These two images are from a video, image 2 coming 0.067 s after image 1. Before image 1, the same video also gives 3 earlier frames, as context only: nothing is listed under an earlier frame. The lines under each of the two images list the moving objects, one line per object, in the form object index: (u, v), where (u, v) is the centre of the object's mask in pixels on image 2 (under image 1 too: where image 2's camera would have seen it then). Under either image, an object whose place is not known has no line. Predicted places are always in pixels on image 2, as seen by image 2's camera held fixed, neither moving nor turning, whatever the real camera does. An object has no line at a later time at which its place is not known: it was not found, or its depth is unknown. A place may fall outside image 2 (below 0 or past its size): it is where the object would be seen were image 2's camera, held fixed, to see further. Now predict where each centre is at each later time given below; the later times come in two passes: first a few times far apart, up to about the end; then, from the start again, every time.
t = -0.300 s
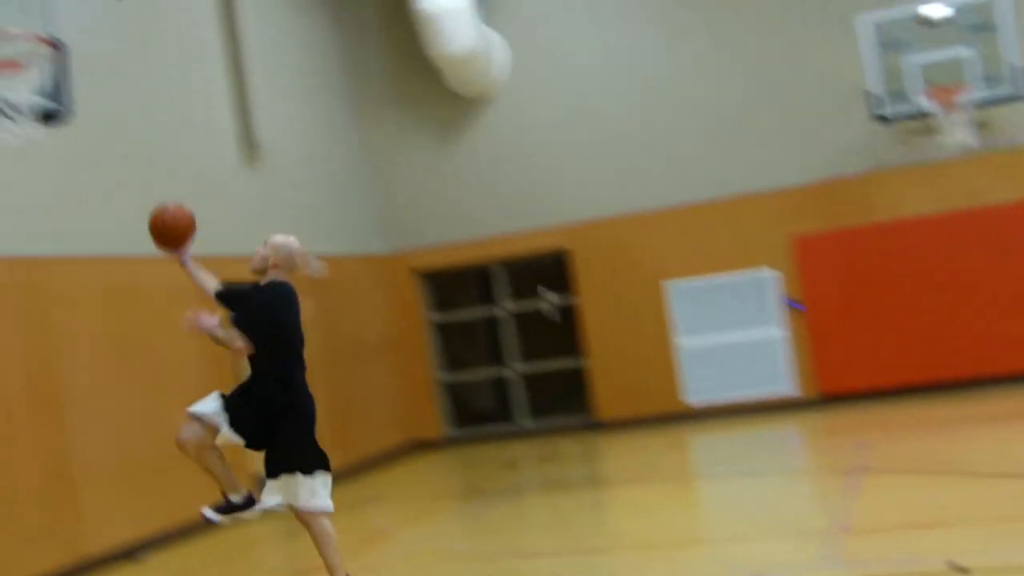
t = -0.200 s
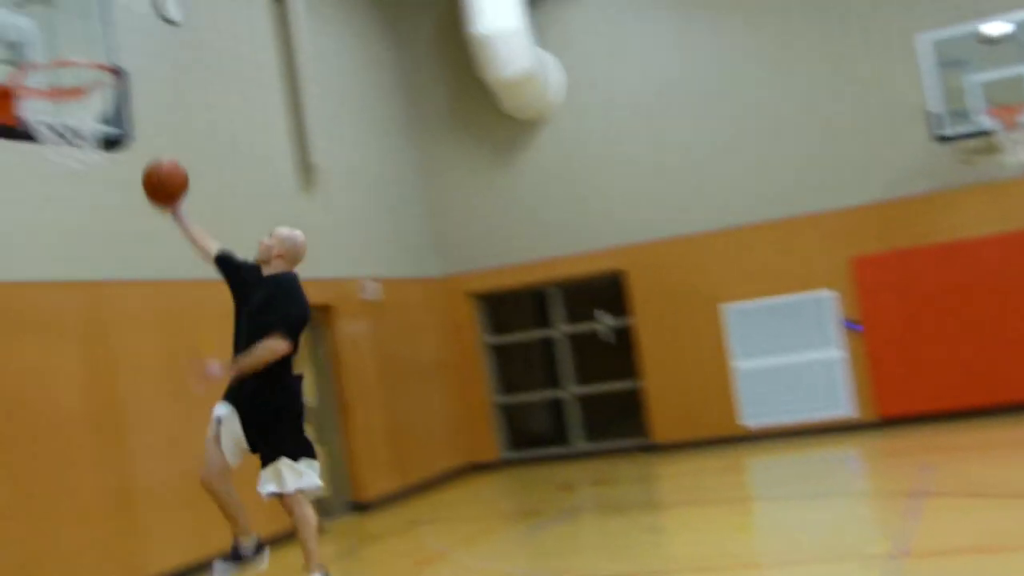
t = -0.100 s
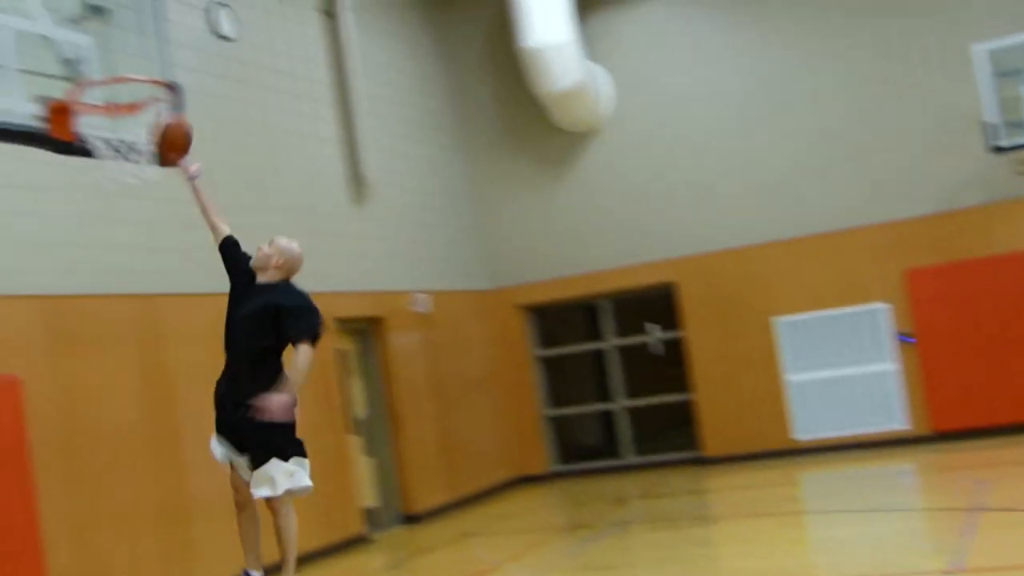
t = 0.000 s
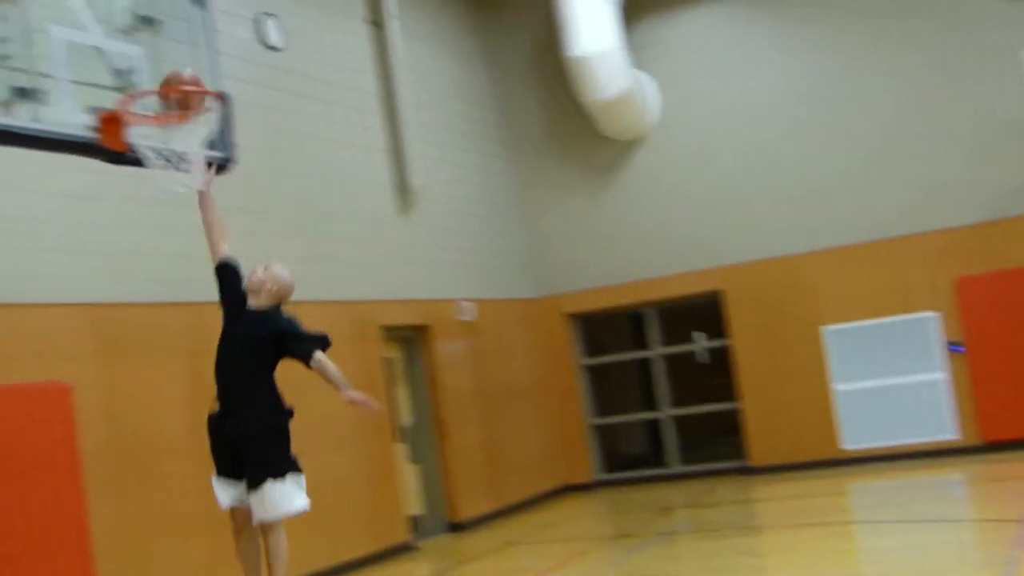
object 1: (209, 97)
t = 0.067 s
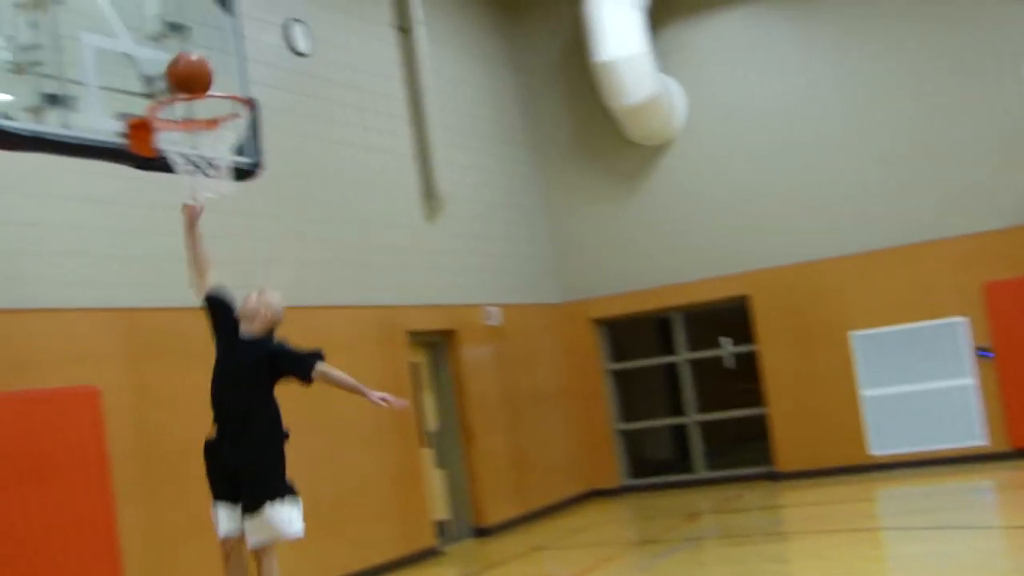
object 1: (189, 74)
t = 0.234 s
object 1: (196, 38)
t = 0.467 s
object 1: (213, 72)
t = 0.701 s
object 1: (186, 194)
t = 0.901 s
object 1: (203, 240)
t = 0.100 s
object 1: (190, 63)
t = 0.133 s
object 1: (191, 53)
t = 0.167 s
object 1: (192, 47)
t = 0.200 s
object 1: (194, 41)
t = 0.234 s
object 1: (196, 38)
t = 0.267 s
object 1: (198, 37)
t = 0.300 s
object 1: (200, 38)
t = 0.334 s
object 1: (202, 41)
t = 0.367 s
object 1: (208, 45)
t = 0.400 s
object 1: (208, 53)
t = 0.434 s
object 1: (210, 63)
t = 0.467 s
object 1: (213, 72)
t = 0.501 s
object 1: (217, 84)
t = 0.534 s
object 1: (214, 106)
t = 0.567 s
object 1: (206, 122)
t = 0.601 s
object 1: (197, 146)
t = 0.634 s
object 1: (191, 164)
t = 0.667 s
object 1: (188, 195)
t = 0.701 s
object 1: (186, 194)
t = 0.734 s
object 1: (187, 193)
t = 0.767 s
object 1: (190, 196)
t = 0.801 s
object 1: (193, 203)
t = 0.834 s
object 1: (196, 213)
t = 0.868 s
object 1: (199, 225)
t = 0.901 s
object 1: (203, 240)
